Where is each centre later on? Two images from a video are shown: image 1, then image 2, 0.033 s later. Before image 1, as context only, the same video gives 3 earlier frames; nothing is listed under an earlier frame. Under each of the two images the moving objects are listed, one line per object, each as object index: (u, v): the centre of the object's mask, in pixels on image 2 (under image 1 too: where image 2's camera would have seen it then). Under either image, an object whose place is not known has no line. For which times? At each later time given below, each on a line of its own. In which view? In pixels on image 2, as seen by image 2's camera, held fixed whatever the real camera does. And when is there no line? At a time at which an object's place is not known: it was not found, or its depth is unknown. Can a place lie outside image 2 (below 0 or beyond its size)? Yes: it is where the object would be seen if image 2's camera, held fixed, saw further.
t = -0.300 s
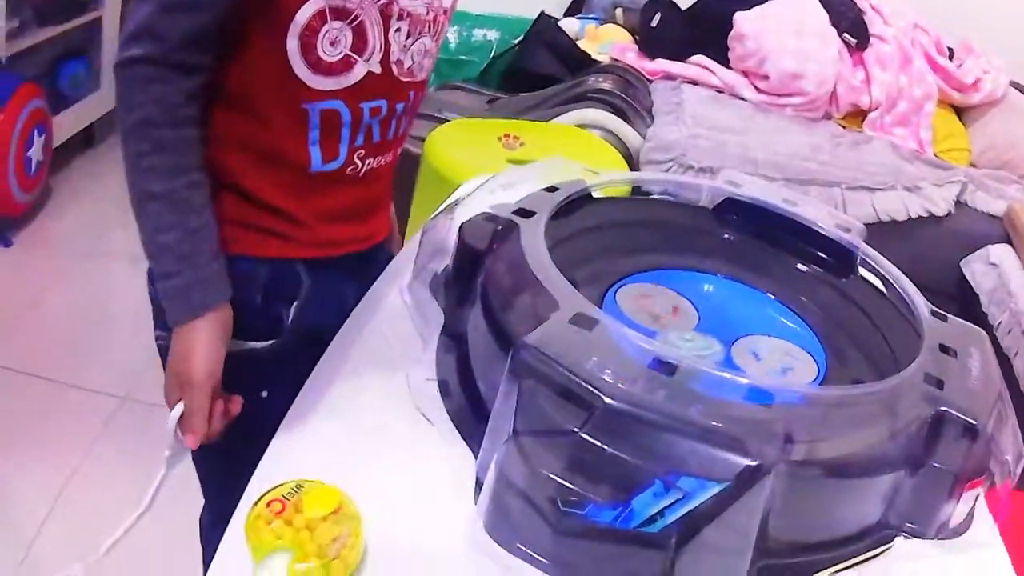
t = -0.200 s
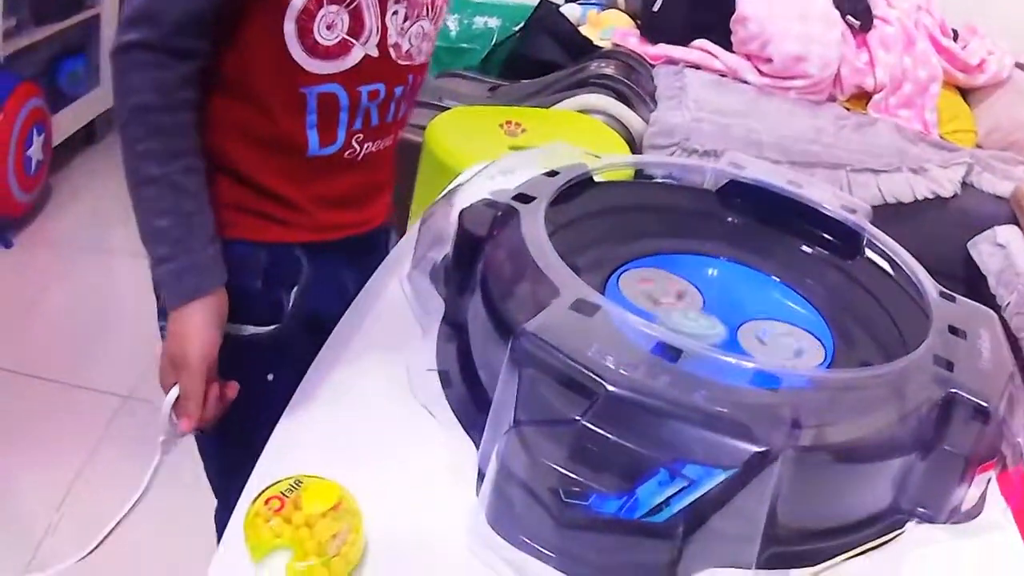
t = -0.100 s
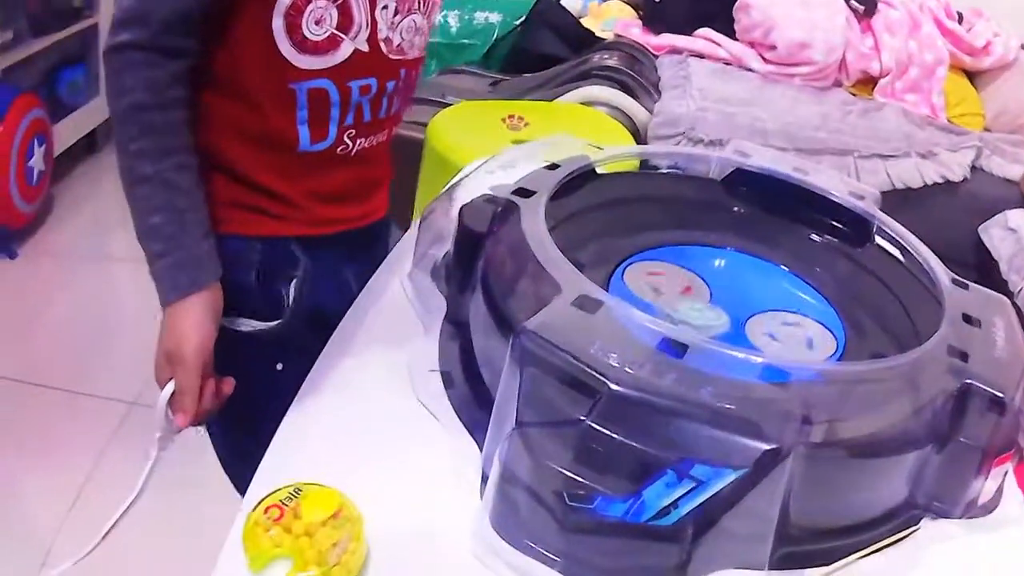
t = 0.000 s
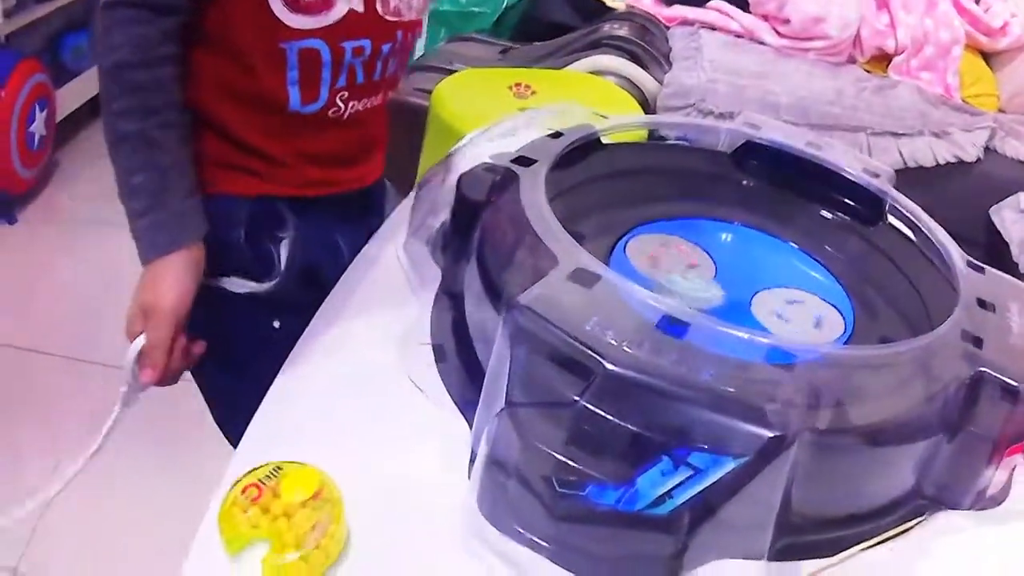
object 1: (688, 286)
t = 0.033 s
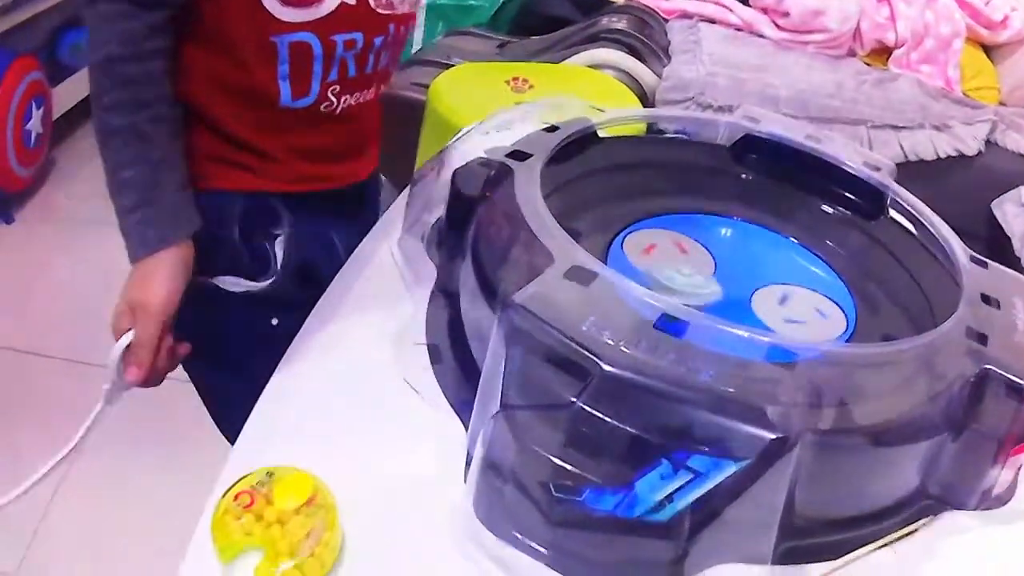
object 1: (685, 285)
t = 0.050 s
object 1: (683, 284)
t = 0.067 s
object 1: (678, 282)
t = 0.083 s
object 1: (679, 283)
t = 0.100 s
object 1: (676, 282)
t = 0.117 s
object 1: (672, 281)
